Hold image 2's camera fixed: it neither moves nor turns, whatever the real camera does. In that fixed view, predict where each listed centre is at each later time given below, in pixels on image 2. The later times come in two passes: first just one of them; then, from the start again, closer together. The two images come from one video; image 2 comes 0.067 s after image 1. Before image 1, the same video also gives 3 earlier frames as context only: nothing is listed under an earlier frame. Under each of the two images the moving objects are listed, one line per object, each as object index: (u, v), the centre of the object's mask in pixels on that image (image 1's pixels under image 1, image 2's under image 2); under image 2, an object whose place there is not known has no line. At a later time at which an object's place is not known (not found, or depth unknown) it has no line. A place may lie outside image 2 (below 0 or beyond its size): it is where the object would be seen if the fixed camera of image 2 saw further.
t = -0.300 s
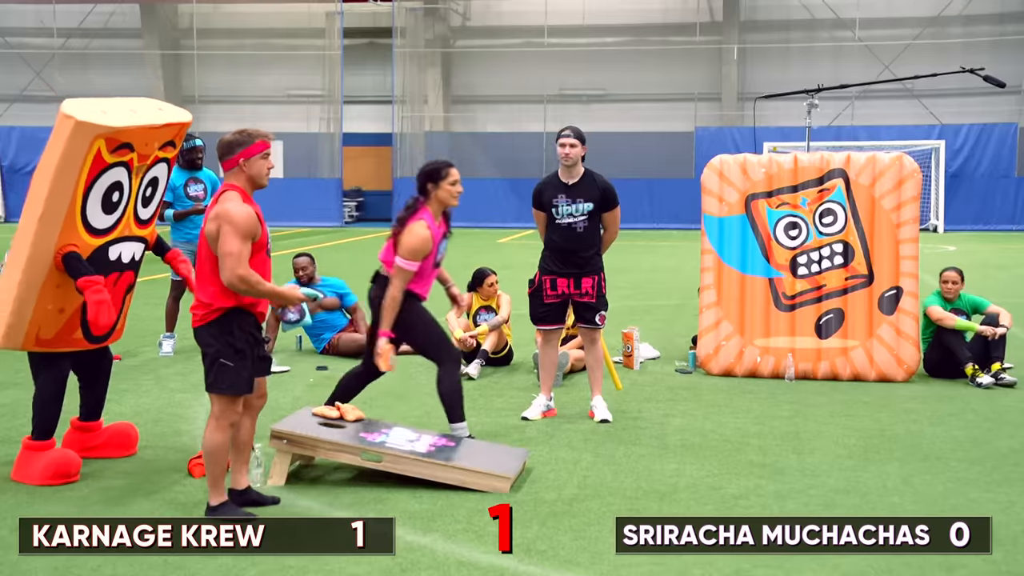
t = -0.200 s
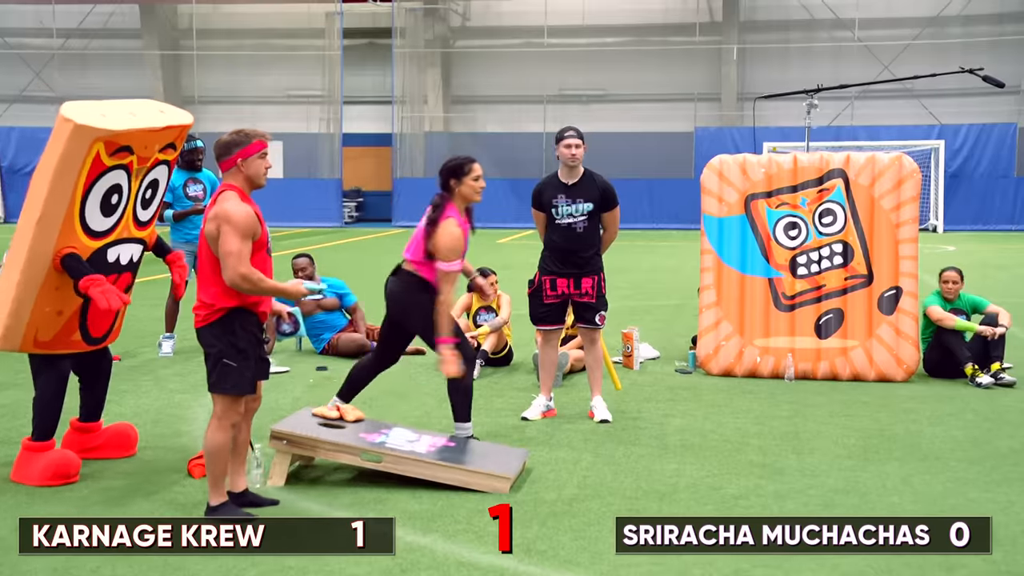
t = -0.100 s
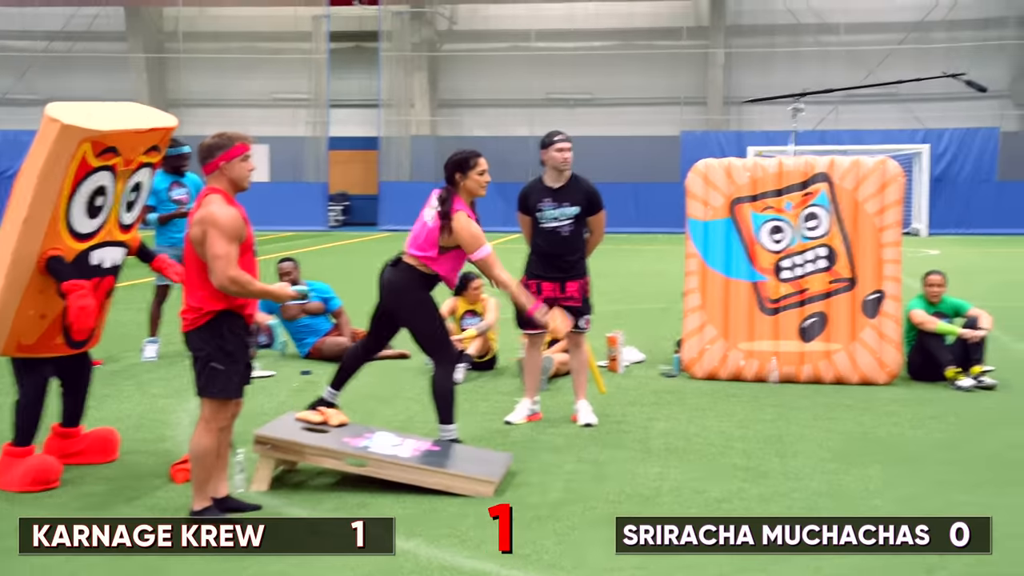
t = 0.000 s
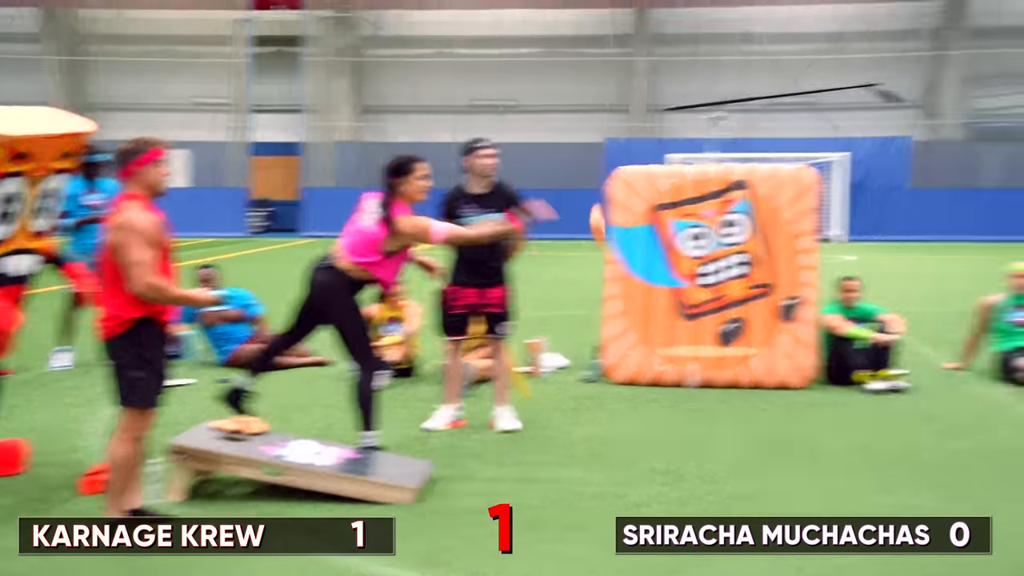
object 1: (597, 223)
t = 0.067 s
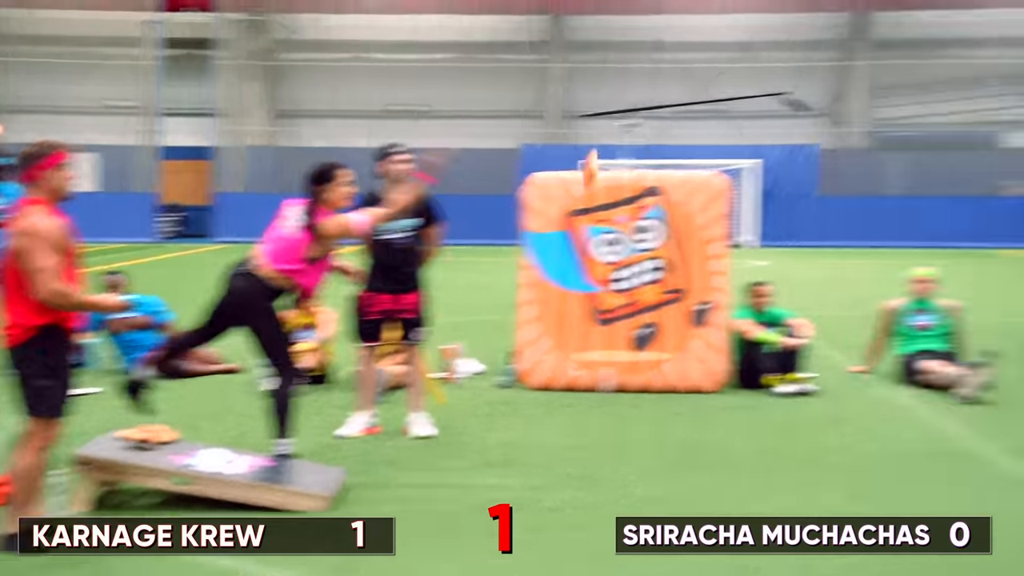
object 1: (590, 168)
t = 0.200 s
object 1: (738, 69)
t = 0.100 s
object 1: (628, 141)
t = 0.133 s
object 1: (665, 115)
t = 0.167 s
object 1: (701, 91)
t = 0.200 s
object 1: (738, 69)
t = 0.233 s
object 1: (779, 48)
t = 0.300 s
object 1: (851, 14)
